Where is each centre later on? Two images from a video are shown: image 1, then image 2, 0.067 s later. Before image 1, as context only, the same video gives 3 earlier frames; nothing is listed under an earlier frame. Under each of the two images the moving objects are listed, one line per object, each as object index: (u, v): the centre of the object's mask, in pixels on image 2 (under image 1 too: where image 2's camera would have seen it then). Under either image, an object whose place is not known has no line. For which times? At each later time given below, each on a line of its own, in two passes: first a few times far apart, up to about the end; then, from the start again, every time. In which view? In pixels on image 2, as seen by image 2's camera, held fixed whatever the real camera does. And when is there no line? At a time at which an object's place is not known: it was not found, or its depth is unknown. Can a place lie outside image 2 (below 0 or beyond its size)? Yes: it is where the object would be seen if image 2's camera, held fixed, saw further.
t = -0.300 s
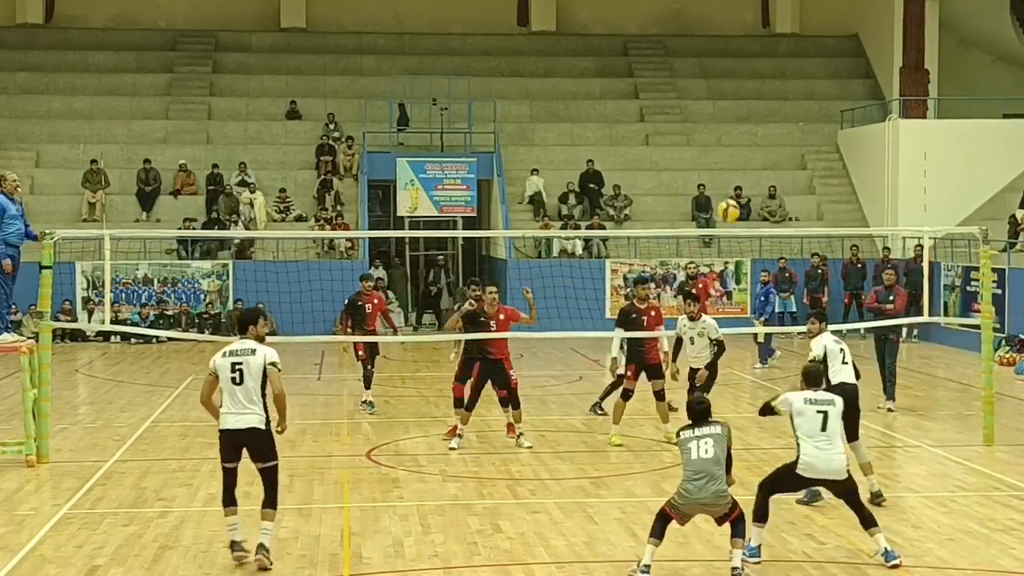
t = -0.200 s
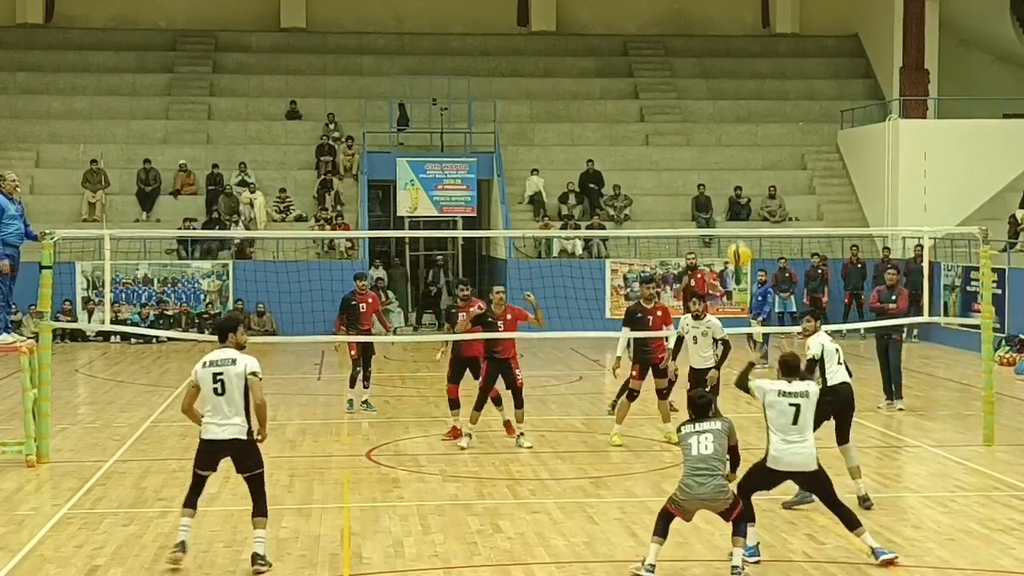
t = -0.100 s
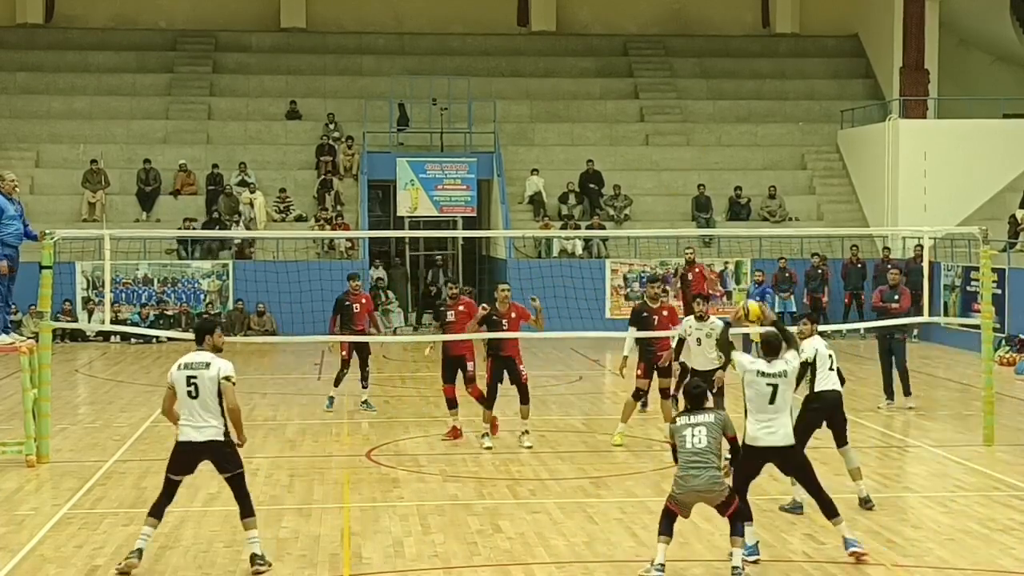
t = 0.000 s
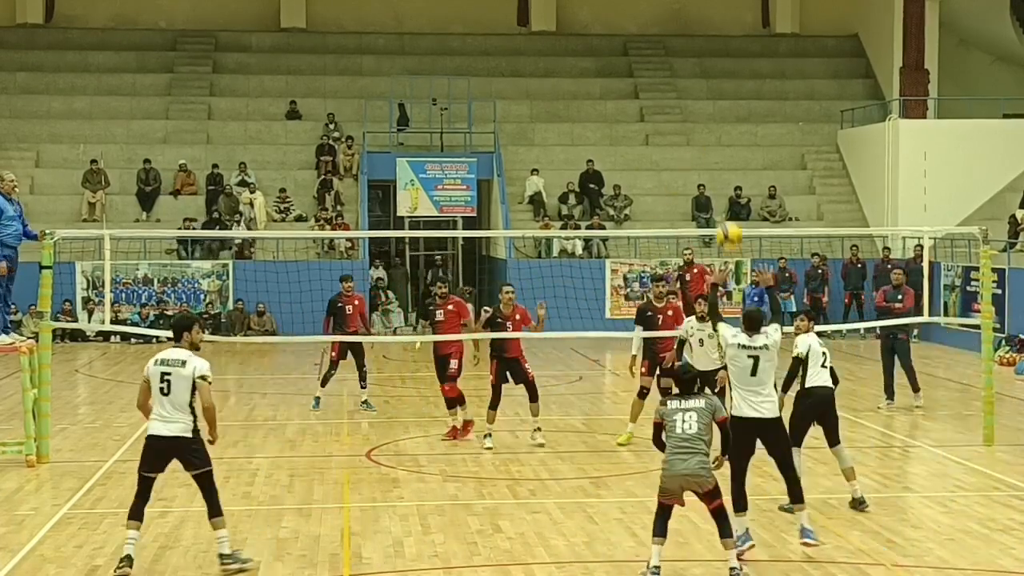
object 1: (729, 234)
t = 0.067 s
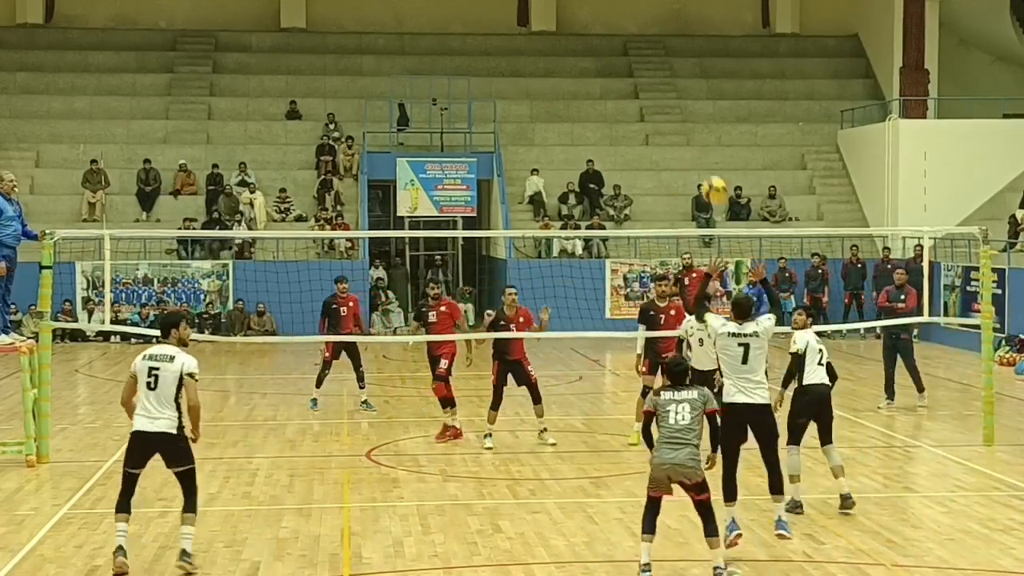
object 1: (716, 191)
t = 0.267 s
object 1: (674, 92)
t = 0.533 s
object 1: (628, 44)
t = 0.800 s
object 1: (589, 75)
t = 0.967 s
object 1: (567, 128)
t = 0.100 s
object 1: (707, 170)
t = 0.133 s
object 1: (700, 151)
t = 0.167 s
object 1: (693, 133)
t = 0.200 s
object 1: (687, 117)
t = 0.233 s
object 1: (680, 103)
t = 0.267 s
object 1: (674, 92)
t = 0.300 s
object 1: (668, 81)
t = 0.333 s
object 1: (662, 72)
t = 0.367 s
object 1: (656, 64)
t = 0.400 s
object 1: (650, 57)
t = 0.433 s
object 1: (644, 52)
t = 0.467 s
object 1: (639, 48)
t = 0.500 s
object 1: (633, 45)
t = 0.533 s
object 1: (628, 44)
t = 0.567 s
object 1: (623, 44)
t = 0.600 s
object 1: (618, 45)
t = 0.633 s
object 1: (613, 47)
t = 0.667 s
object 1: (608, 51)
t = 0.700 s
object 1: (603, 55)
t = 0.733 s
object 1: (598, 61)
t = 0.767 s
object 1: (594, 67)
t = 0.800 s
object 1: (589, 75)
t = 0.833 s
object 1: (584, 83)
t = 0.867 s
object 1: (580, 93)
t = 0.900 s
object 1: (576, 104)
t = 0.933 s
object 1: (571, 116)
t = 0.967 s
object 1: (567, 128)
